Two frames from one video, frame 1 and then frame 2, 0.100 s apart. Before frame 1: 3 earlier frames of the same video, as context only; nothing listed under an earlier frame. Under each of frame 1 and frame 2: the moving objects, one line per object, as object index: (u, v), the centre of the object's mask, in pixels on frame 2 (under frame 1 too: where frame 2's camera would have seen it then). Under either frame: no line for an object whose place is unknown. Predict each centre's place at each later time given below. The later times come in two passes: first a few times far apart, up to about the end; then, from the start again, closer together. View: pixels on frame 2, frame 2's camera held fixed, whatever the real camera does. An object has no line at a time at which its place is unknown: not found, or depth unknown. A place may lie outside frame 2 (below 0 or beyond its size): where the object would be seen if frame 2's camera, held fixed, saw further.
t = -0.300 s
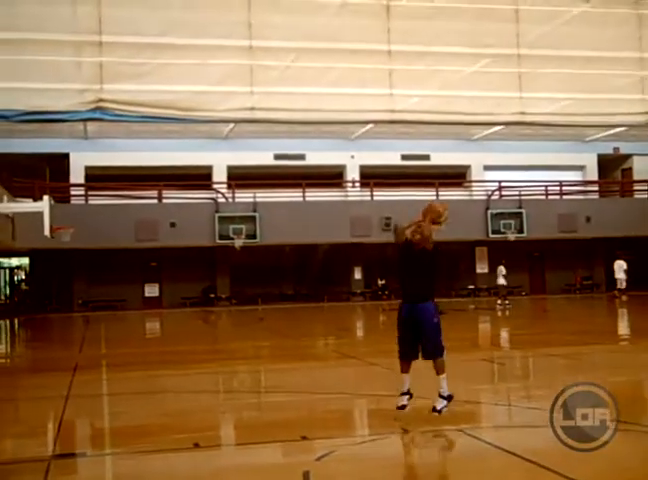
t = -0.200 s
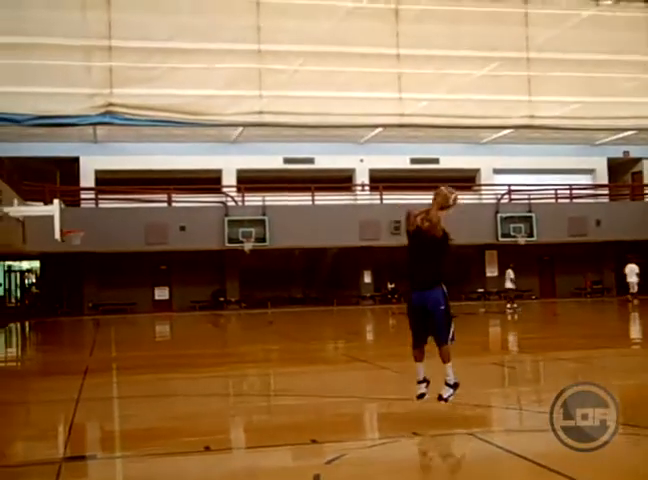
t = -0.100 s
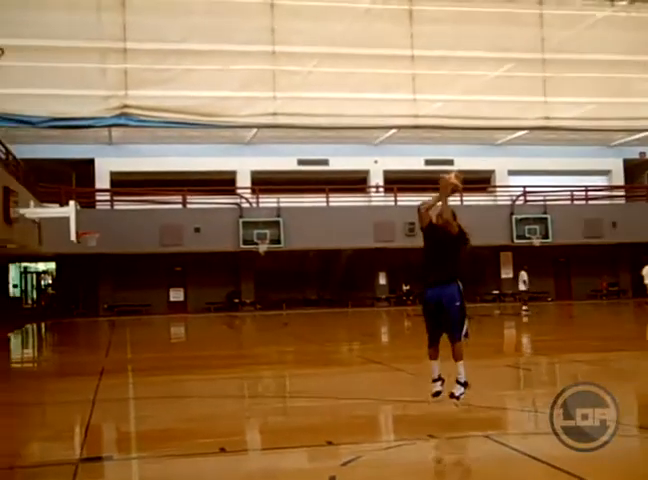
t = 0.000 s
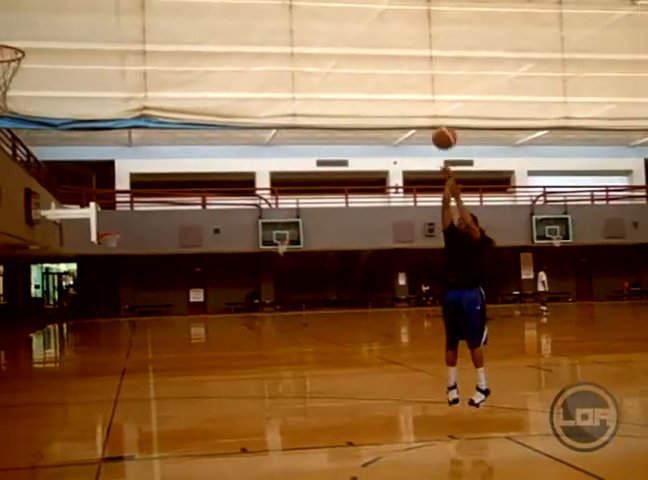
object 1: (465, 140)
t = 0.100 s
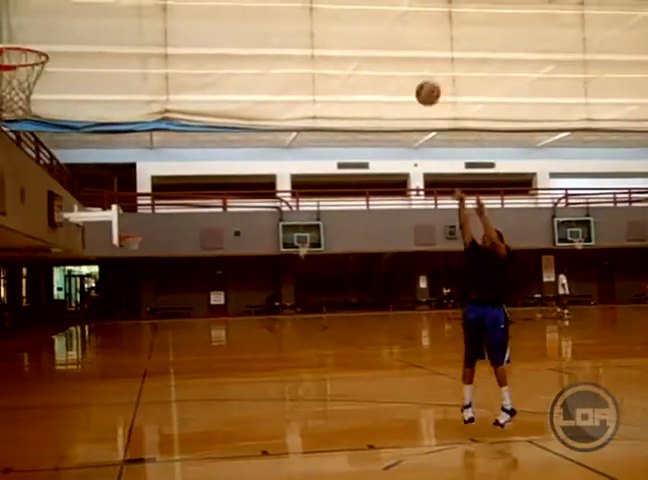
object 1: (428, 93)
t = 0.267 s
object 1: (361, 31)
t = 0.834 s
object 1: (68, 23)
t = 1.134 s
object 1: (1, 83)
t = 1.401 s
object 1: (24, 125)
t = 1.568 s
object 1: (28, 189)
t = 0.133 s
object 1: (415, 79)
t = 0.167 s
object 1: (402, 66)
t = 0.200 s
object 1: (388, 54)
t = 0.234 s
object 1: (375, 42)
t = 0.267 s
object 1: (361, 31)
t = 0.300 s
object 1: (347, 22)
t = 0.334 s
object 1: (332, 13)
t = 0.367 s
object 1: (317, 5)
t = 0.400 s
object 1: (303, 1)
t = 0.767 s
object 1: (111, 2)
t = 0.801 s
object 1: (90, 12)
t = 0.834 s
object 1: (68, 23)
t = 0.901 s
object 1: (21, 52)
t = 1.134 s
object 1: (1, 83)
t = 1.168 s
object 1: (2, 84)
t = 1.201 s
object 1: (11, 91)
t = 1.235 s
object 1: (15, 96)
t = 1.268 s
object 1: (19, 101)
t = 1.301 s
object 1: (22, 105)
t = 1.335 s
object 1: (23, 111)
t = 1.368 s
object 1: (23, 117)
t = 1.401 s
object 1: (24, 125)
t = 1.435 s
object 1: (24, 134)
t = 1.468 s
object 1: (25, 146)
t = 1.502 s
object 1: (26, 160)
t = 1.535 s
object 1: (28, 174)
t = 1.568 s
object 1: (28, 189)
